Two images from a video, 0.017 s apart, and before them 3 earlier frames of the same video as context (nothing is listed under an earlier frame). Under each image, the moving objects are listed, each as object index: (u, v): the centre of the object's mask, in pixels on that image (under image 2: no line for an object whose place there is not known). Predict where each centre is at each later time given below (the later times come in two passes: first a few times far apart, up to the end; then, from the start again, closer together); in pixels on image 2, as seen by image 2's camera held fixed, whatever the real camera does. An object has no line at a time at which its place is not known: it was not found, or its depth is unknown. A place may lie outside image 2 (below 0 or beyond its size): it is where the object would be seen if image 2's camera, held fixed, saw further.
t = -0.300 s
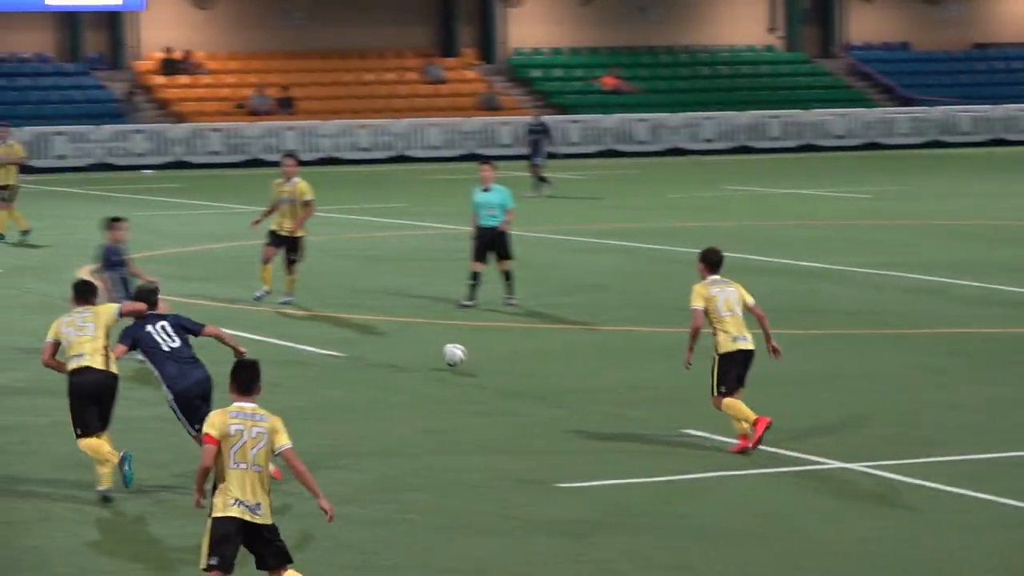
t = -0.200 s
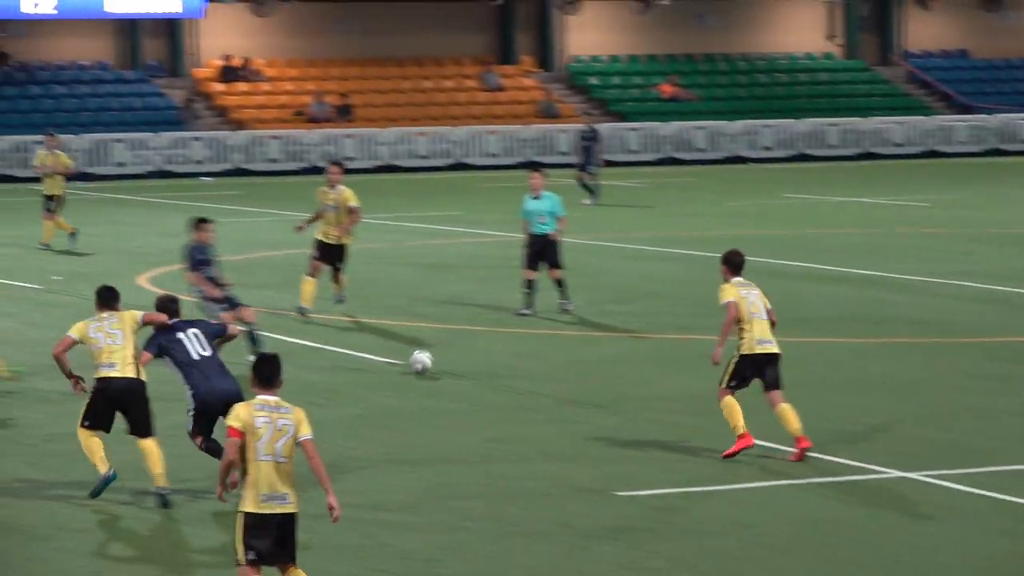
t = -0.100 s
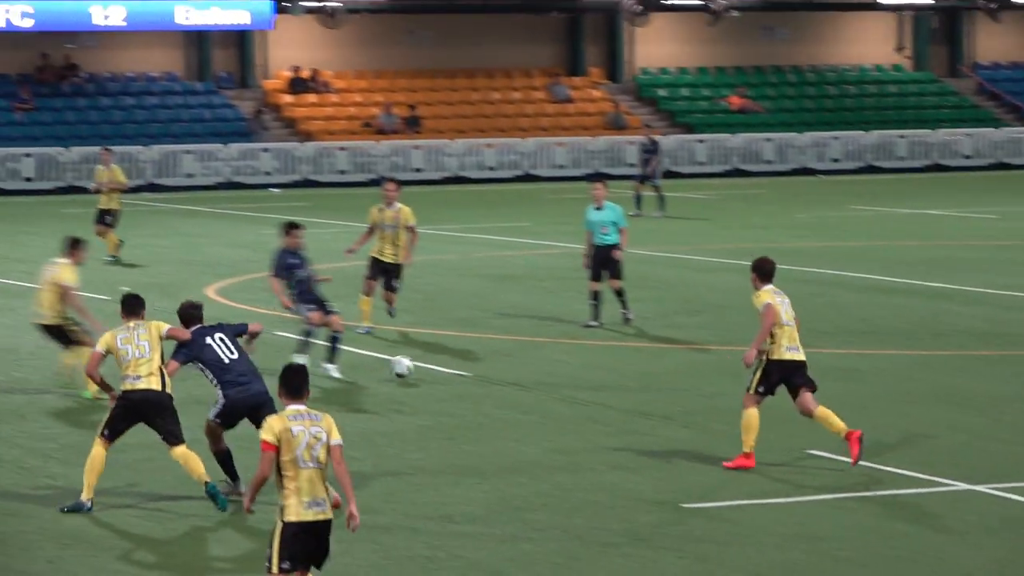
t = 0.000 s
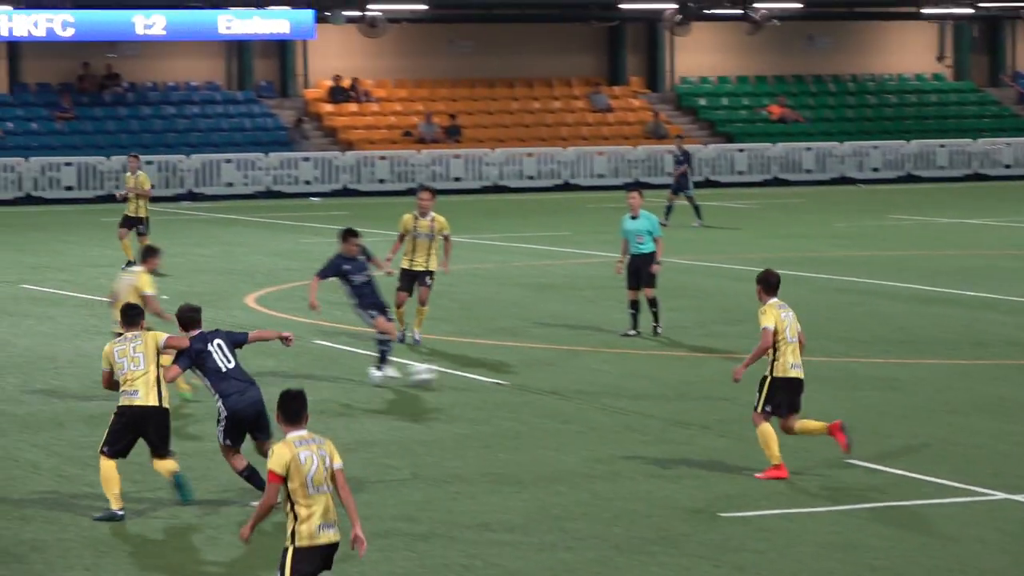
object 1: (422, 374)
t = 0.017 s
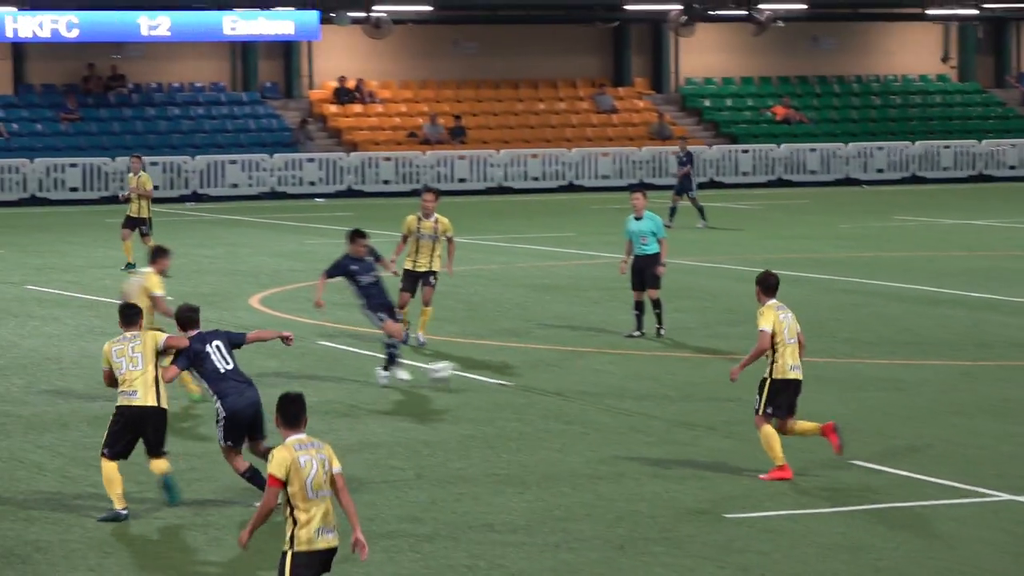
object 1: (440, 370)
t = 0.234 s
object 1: (639, 350)
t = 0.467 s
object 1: (828, 359)
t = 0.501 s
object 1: (848, 355)
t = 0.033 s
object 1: (457, 366)
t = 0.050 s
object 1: (472, 364)
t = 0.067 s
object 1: (488, 361)
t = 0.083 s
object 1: (502, 359)
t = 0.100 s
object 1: (519, 356)
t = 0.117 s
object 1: (534, 356)
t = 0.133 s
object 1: (549, 354)
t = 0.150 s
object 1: (563, 353)
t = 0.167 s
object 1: (579, 352)
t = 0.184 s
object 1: (593, 350)
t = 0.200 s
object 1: (608, 350)
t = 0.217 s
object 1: (623, 350)
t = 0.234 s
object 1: (639, 350)
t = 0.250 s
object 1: (654, 351)
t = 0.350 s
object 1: (746, 358)
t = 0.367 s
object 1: (755, 362)
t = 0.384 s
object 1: (770, 364)
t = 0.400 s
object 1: (784, 368)
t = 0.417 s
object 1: (797, 367)
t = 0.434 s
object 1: (807, 364)
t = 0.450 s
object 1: (818, 362)
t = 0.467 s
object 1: (828, 359)
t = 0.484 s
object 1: (838, 356)
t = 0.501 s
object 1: (848, 355)
